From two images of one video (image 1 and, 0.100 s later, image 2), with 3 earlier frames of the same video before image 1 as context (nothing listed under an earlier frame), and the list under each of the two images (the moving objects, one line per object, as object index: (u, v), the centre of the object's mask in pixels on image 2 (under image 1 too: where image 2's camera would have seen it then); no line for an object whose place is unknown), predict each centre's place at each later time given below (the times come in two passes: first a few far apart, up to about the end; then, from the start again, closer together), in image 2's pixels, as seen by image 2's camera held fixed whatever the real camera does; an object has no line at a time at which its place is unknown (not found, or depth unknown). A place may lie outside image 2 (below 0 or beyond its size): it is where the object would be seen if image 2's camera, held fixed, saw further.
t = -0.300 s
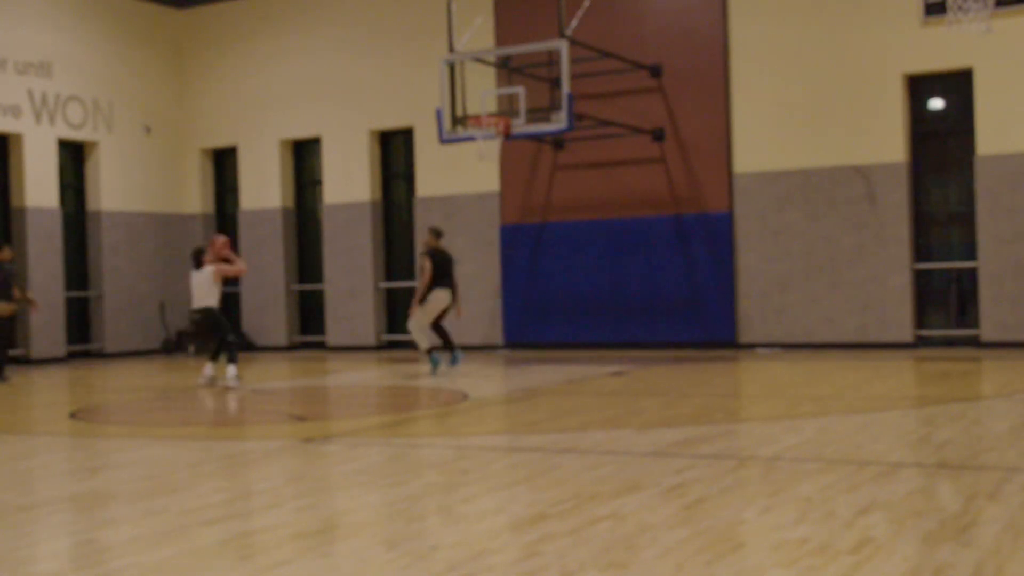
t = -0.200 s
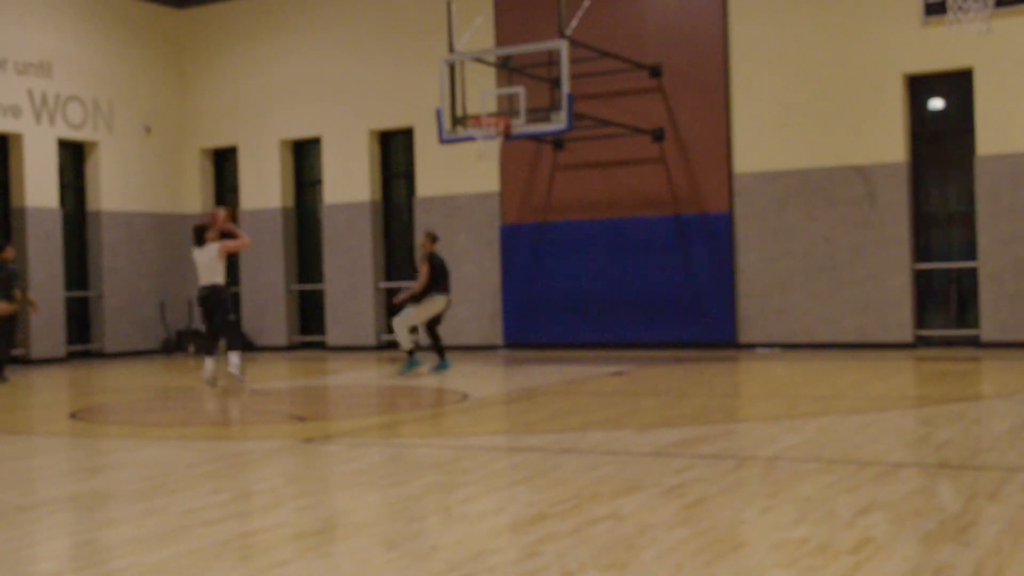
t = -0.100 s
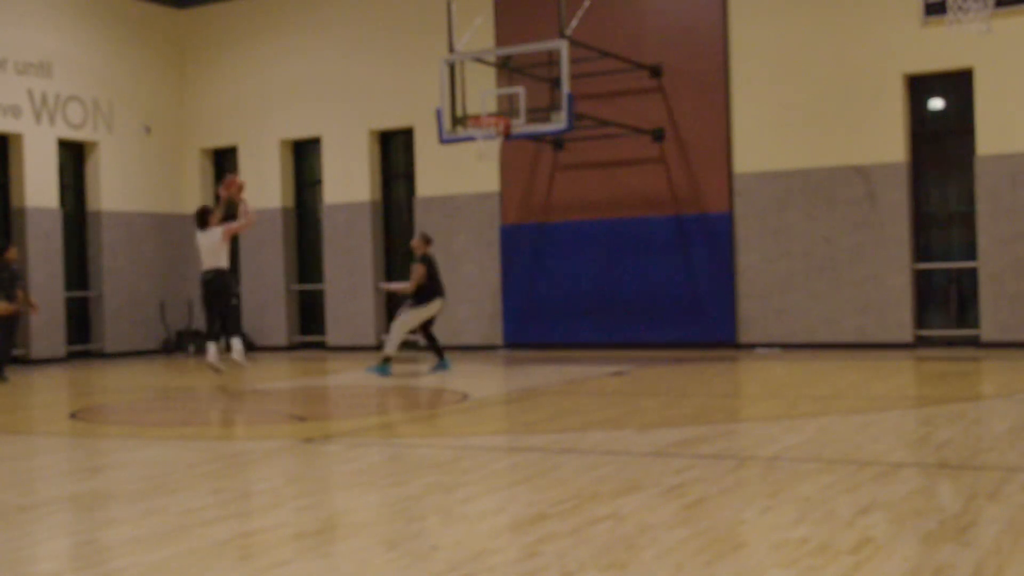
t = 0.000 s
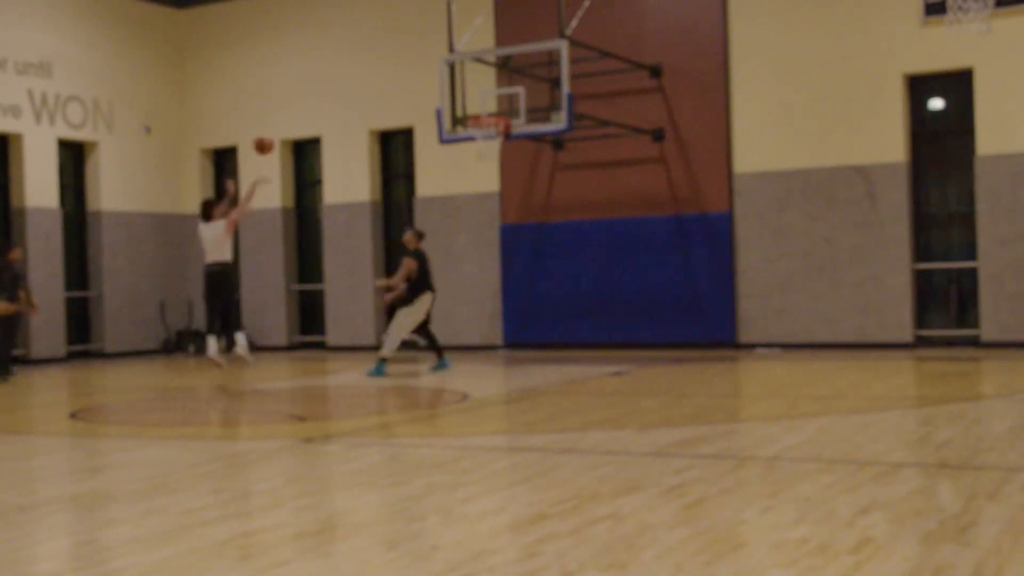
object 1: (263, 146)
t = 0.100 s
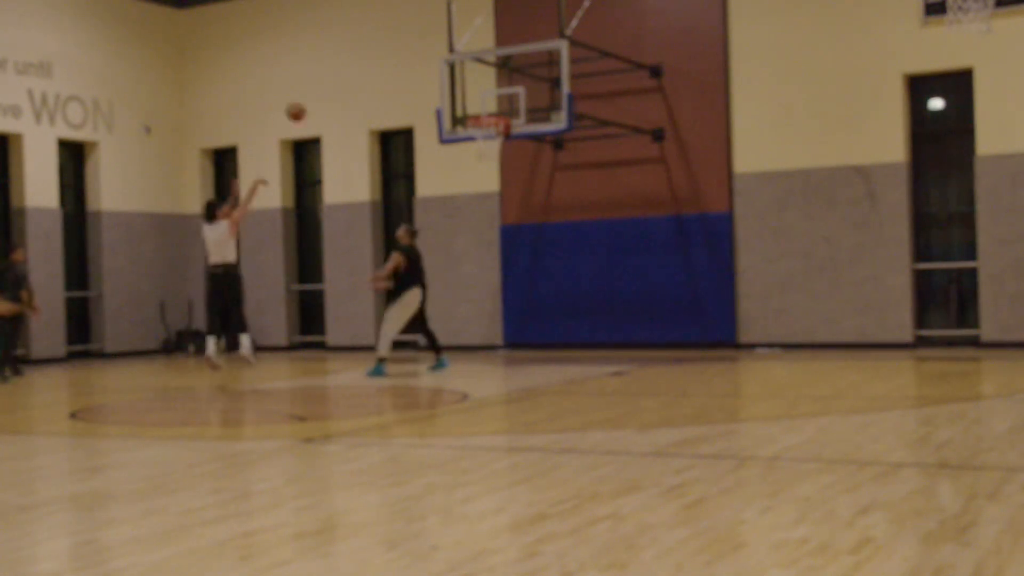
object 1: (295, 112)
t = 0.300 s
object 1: (358, 72)
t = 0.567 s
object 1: (440, 70)
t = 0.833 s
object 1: (494, 111)
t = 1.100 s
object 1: (481, 137)
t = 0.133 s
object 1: (307, 103)
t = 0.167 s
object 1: (317, 95)
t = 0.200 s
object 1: (327, 88)
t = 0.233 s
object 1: (337, 82)
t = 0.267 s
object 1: (348, 77)
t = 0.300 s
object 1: (358, 72)
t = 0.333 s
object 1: (369, 68)
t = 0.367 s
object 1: (379, 66)
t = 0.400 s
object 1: (389, 65)
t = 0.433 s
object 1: (400, 63)
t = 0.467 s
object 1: (410, 64)
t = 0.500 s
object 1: (420, 65)
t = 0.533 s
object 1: (429, 67)
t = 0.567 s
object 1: (440, 70)
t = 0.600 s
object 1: (449, 73)
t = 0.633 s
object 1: (459, 77)
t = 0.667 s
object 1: (468, 83)
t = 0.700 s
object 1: (478, 89)
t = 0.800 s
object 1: (495, 108)
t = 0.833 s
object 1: (494, 111)
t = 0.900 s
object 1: (491, 128)
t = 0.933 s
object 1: (491, 131)
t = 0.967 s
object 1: (489, 136)
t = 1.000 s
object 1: (487, 135)
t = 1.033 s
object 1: (486, 135)
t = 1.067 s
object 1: (484, 136)
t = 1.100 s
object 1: (481, 137)
